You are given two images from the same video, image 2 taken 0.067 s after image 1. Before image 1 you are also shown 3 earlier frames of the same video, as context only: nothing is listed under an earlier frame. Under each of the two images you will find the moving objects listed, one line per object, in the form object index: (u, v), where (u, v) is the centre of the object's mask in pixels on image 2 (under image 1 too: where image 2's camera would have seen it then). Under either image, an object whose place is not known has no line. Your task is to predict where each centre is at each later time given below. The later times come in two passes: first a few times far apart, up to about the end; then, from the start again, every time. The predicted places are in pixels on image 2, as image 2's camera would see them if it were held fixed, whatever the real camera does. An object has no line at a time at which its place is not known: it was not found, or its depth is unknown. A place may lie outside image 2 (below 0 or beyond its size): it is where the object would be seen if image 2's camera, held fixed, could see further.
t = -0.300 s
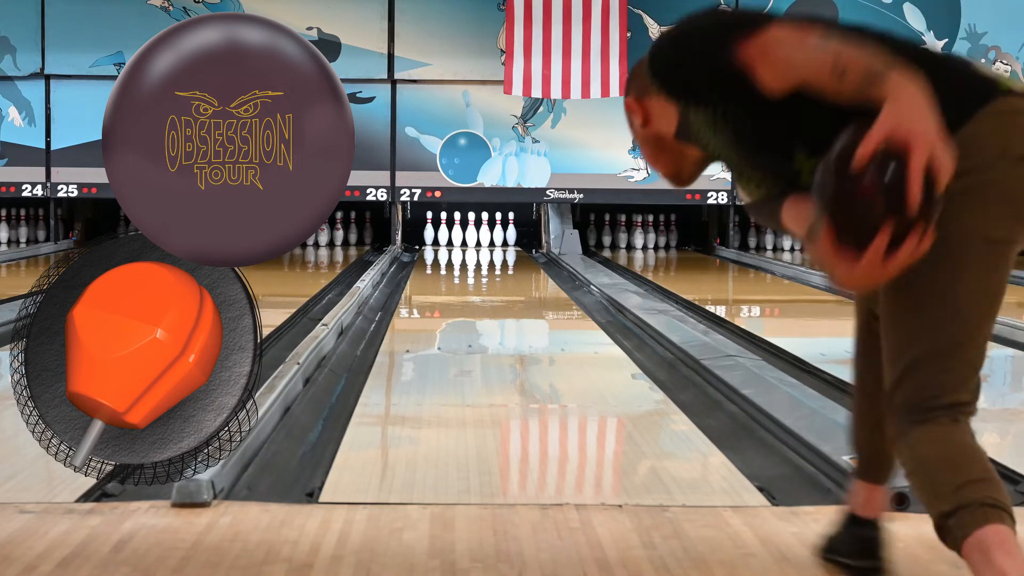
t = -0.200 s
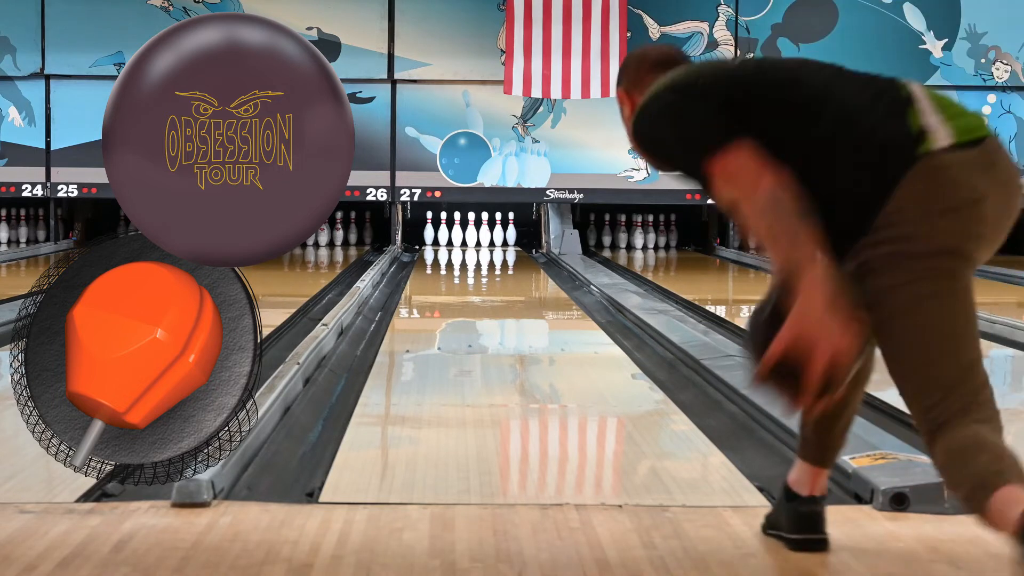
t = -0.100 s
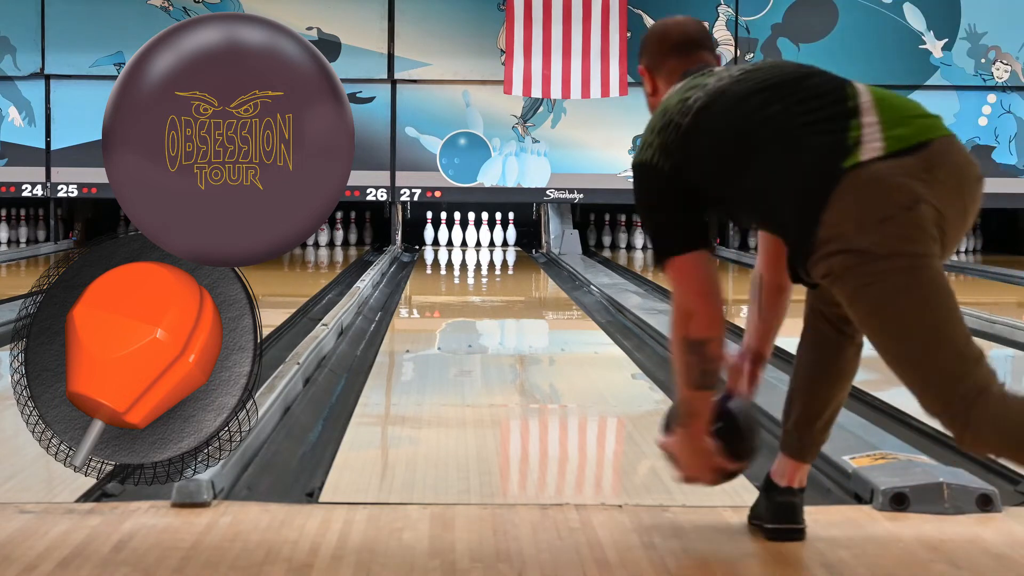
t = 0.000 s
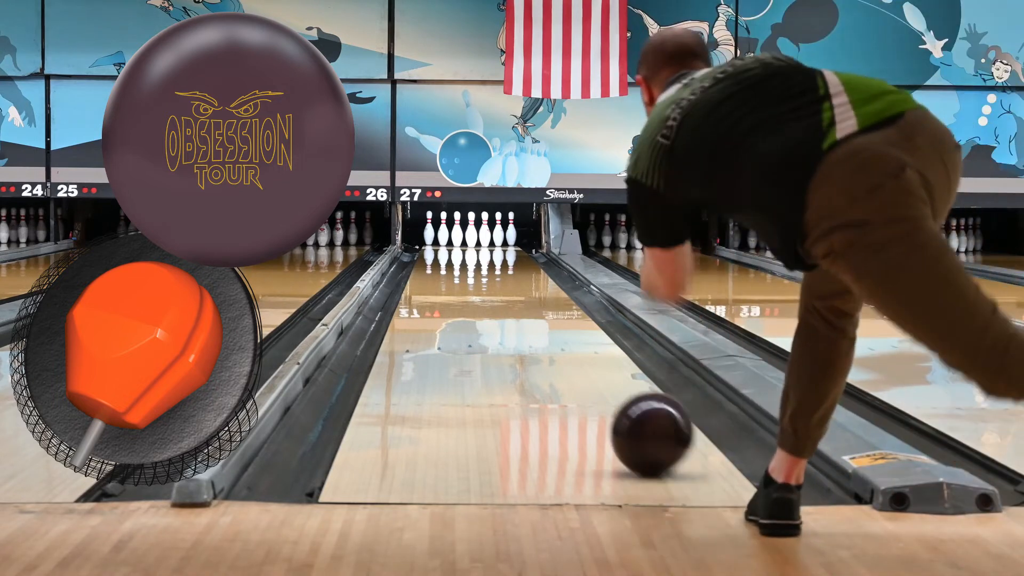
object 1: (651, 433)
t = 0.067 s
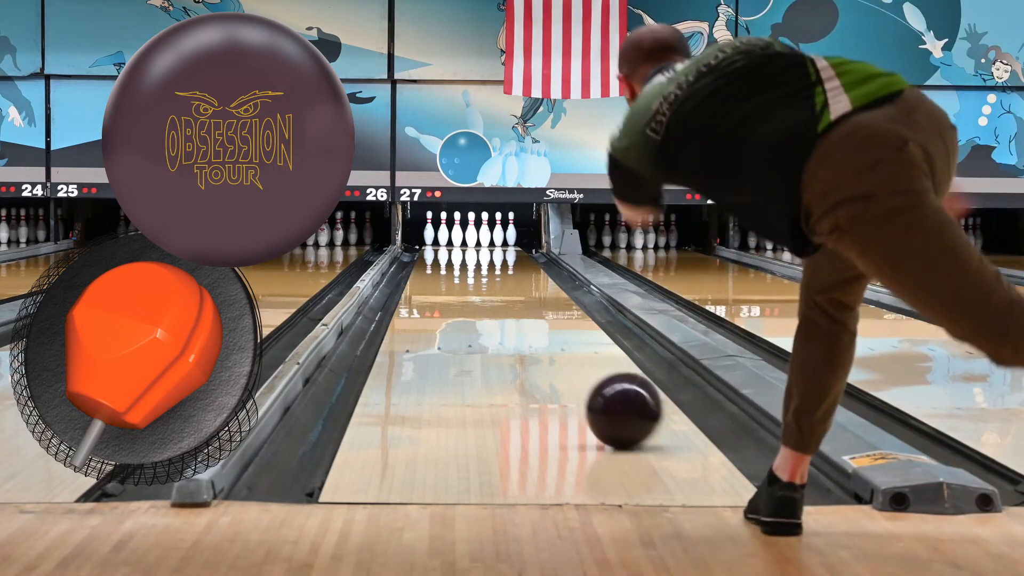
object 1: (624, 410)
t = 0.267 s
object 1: (563, 362)
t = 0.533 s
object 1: (514, 321)
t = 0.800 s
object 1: (484, 295)
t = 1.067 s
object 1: (463, 278)
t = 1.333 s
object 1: (449, 265)
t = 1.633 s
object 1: (439, 254)
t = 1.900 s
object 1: (441, 246)
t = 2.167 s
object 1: (456, 241)
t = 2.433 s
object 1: (467, 238)
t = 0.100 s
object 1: (611, 400)
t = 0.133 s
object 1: (600, 391)
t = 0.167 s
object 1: (589, 383)
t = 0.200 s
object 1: (580, 375)
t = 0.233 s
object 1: (571, 368)
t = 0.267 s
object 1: (563, 362)
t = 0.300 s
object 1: (555, 356)
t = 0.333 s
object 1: (548, 350)
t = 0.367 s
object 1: (541, 345)
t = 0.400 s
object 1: (535, 340)
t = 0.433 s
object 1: (529, 334)
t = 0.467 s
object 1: (524, 329)
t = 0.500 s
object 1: (519, 325)
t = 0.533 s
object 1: (514, 321)
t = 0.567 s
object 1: (509, 317)
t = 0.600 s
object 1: (505, 314)
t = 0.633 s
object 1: (501, 310)
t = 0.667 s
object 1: (497, 307)
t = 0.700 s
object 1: (493, 304)
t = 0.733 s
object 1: (490, 301)
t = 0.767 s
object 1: (487, 298)
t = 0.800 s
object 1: (484, 295)
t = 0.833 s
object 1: (481, 293)
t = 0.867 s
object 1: (478, 291)
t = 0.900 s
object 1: (475, 288)
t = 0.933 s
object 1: (472, 286)
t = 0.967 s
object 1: (470, 284)
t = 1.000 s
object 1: (467, 282)
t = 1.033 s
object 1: (465, 280)
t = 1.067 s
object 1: (463, 278)
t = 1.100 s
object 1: (461, 276)
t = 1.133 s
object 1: (459, 274)
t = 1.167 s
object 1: (457, 273)
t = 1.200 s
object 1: (455, 271)
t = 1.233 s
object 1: (453, 270)
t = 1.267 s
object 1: (452, 268)
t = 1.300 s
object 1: (451, 266)
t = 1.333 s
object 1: (449, 265)
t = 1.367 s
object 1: (448, 263)
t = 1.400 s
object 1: (446, 262)
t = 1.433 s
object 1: (445, 260)
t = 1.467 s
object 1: (444, 259)
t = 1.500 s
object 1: (442, 258)
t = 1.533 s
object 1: (441, 257)
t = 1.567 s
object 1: (440, 256)
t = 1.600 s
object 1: (440, 255)
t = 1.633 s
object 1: (439, 254)
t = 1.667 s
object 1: (438, 253)
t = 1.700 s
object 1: (438, 251)
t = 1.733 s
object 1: (438, 250)
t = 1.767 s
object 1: (438, 250)
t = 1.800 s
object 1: (439, 249)
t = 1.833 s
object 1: (439, 248)
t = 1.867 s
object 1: (440, 247)
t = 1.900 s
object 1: (441, 246)
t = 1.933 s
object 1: (442, 245)
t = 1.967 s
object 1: (443, 245)
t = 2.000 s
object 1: (445, 244)
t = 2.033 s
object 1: (448, 243)
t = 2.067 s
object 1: (450, 242)
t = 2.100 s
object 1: (452, 242)
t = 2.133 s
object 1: (454, 241)
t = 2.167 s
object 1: (456, 241)
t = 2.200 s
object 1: (458, 240)
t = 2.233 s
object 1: (460, 239)
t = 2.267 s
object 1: (461, 239)
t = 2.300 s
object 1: (463, 239)
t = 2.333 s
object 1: (465, 238)
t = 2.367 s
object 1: (466, 238)
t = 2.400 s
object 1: (466, 238)
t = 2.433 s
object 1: (467, 238)
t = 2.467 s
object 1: (469, 237)
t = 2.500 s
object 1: (470, 236)
